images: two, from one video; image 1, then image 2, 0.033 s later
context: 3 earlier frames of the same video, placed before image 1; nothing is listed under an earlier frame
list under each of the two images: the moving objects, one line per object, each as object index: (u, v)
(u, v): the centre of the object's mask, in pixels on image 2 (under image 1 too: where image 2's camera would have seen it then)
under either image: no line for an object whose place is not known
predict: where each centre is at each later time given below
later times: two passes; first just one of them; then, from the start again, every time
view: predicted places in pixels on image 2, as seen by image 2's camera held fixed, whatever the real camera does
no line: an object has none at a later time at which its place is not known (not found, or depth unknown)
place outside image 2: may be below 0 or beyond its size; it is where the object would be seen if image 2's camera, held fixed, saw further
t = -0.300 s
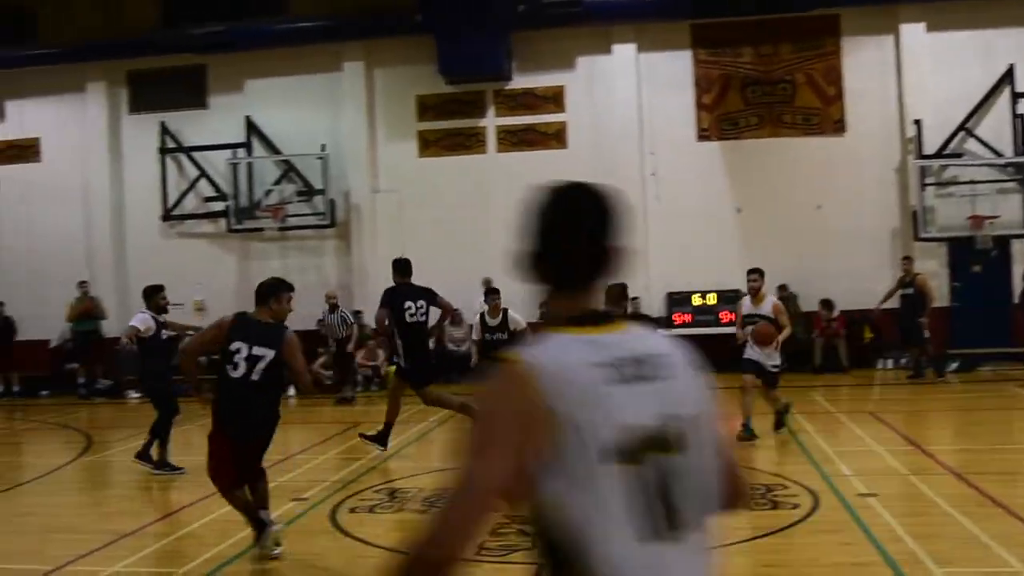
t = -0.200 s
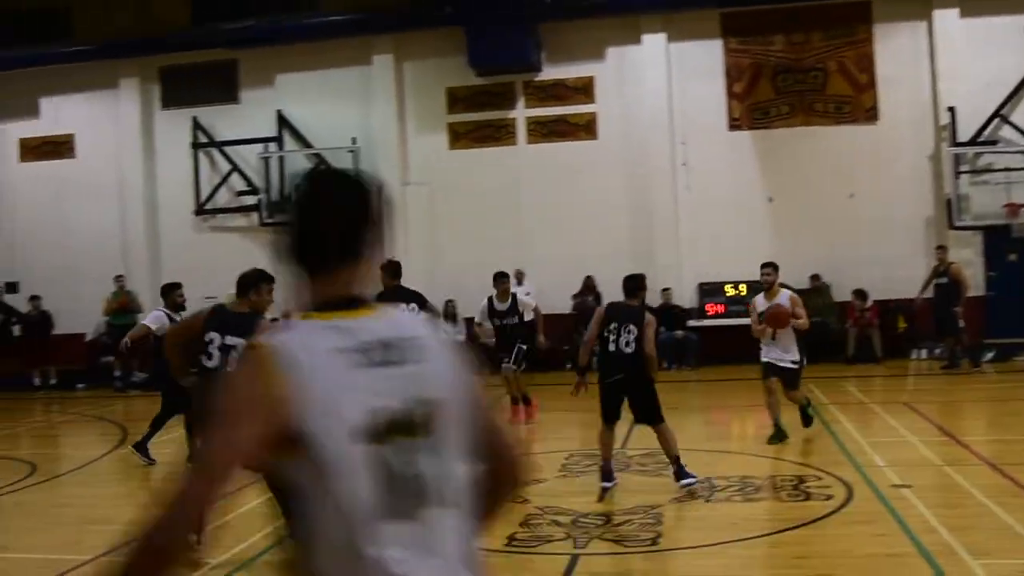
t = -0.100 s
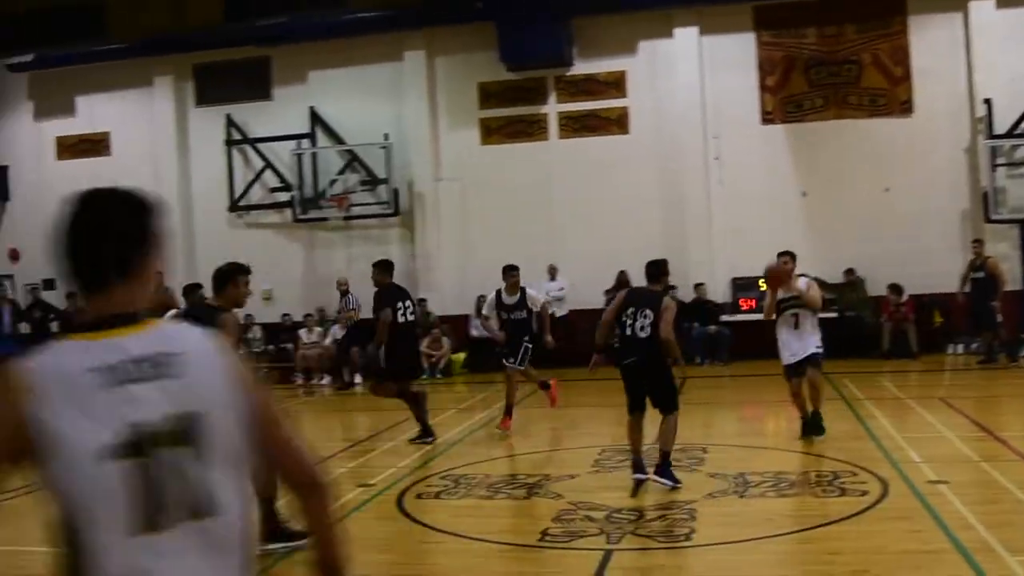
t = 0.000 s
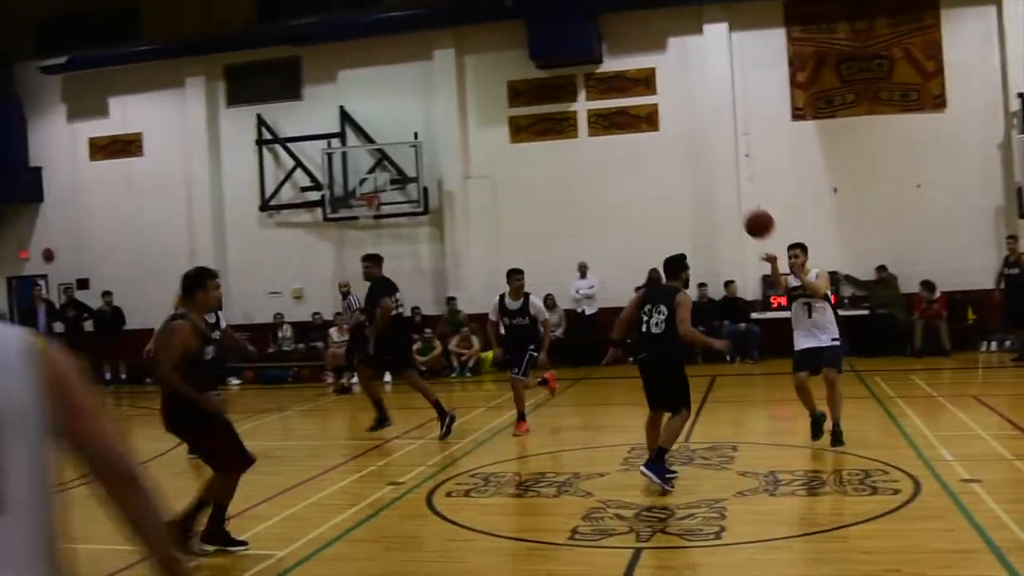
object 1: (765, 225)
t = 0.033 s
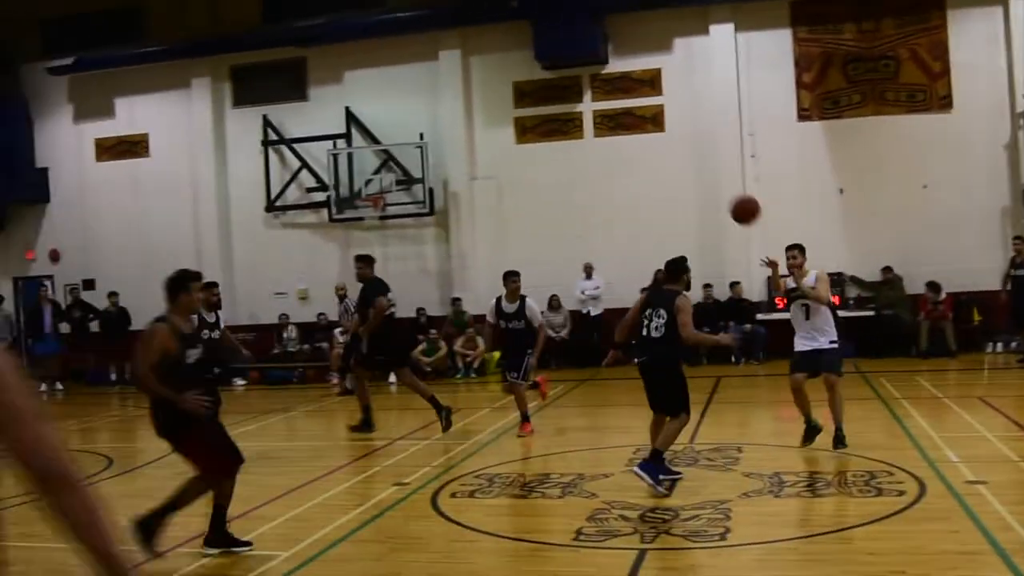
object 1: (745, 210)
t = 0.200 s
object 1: (630, 144)
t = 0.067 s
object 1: (723, 195)
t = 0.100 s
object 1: (702, 181)
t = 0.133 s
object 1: (677, 168)
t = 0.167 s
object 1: (653, 156)
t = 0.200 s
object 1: (630, 144)
